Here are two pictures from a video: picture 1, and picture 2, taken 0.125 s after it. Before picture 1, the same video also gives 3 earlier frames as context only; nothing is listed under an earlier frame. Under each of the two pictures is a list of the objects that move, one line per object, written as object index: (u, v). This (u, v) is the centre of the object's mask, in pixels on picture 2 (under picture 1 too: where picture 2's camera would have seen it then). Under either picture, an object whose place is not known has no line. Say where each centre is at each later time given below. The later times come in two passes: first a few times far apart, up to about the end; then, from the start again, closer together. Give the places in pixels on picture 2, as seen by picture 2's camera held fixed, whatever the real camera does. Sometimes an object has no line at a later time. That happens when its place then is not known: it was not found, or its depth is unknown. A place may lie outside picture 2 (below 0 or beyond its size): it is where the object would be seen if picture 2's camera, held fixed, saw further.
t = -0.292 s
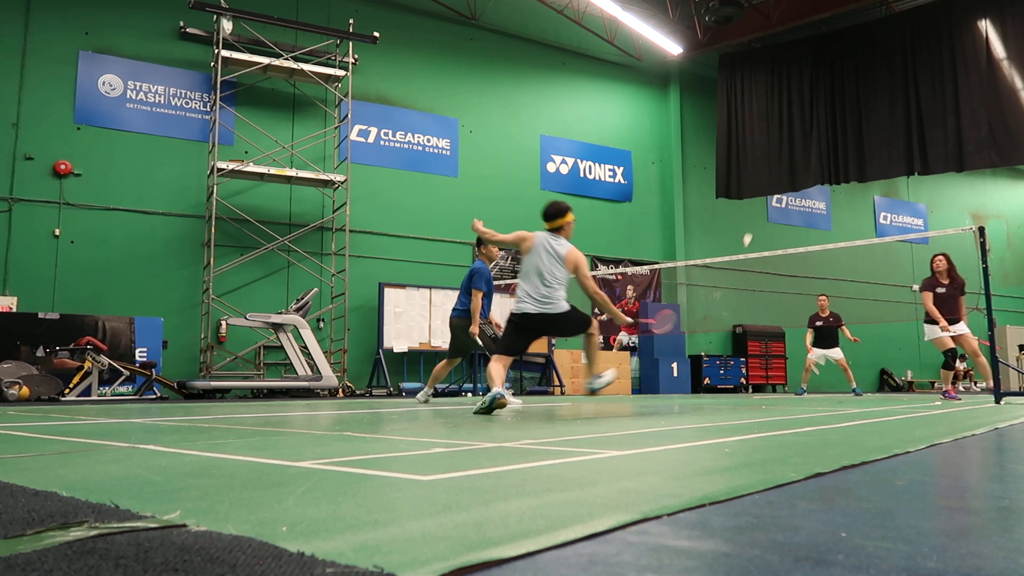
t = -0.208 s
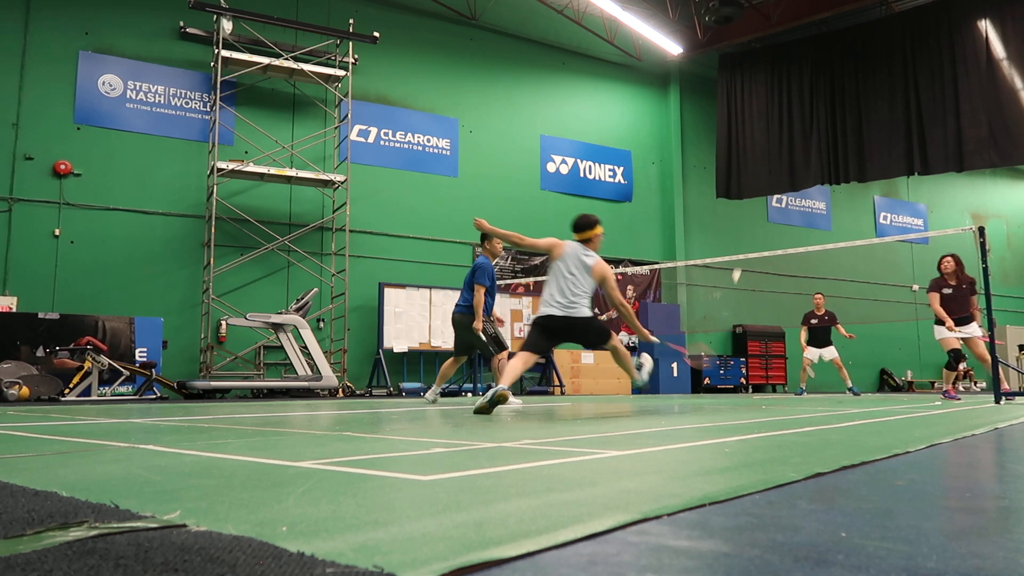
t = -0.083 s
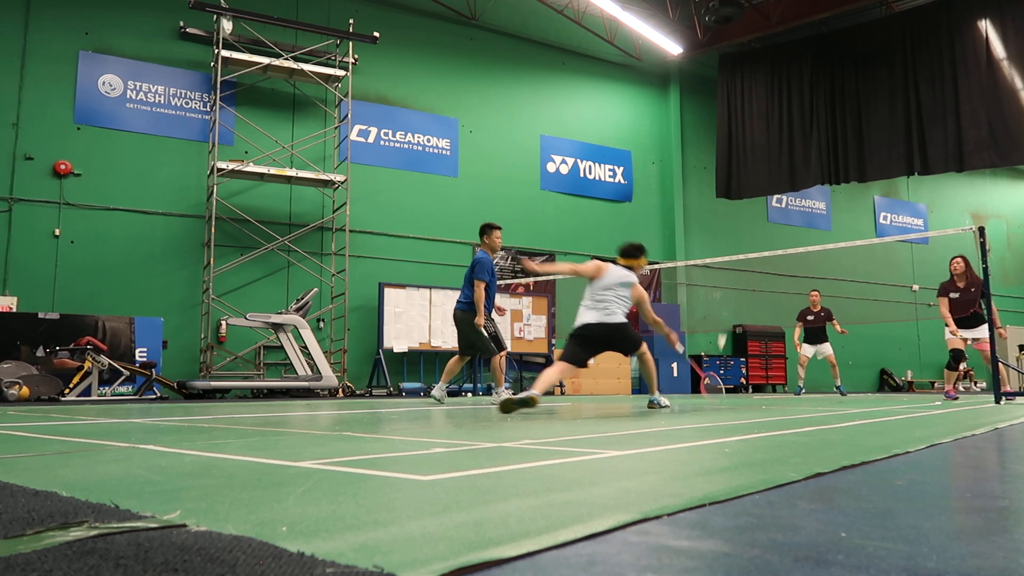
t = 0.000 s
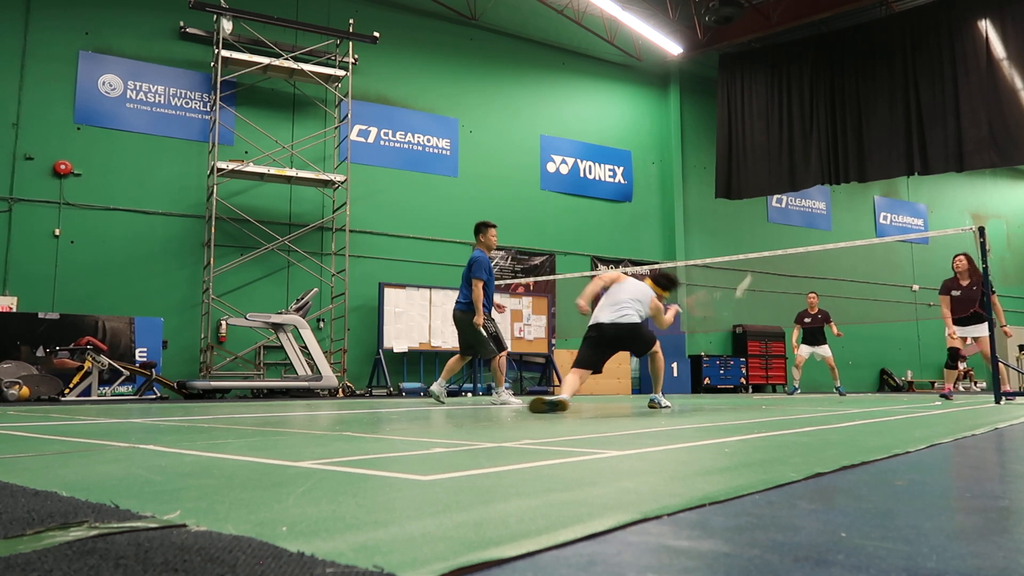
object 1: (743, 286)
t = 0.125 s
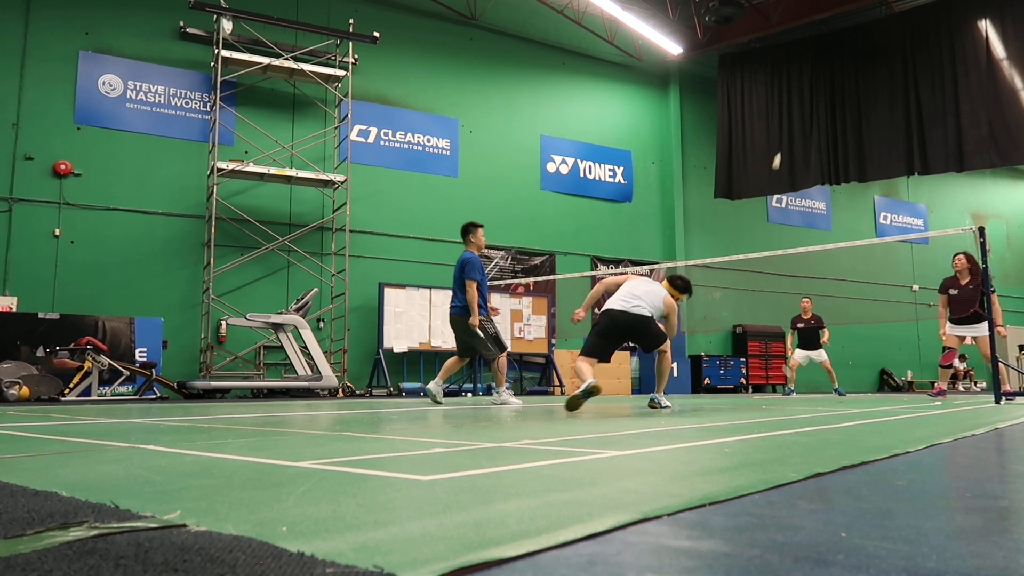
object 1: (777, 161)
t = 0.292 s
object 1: (801, 86)
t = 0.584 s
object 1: (825, 50)
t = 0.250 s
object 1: (796, 99)
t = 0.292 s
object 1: (801, 86)
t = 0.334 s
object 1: (805, 75)
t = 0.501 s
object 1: (819, 52)
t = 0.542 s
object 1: (823, 51)
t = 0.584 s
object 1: (825, 50)
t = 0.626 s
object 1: (828, 51)
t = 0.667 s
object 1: (831, 53)
